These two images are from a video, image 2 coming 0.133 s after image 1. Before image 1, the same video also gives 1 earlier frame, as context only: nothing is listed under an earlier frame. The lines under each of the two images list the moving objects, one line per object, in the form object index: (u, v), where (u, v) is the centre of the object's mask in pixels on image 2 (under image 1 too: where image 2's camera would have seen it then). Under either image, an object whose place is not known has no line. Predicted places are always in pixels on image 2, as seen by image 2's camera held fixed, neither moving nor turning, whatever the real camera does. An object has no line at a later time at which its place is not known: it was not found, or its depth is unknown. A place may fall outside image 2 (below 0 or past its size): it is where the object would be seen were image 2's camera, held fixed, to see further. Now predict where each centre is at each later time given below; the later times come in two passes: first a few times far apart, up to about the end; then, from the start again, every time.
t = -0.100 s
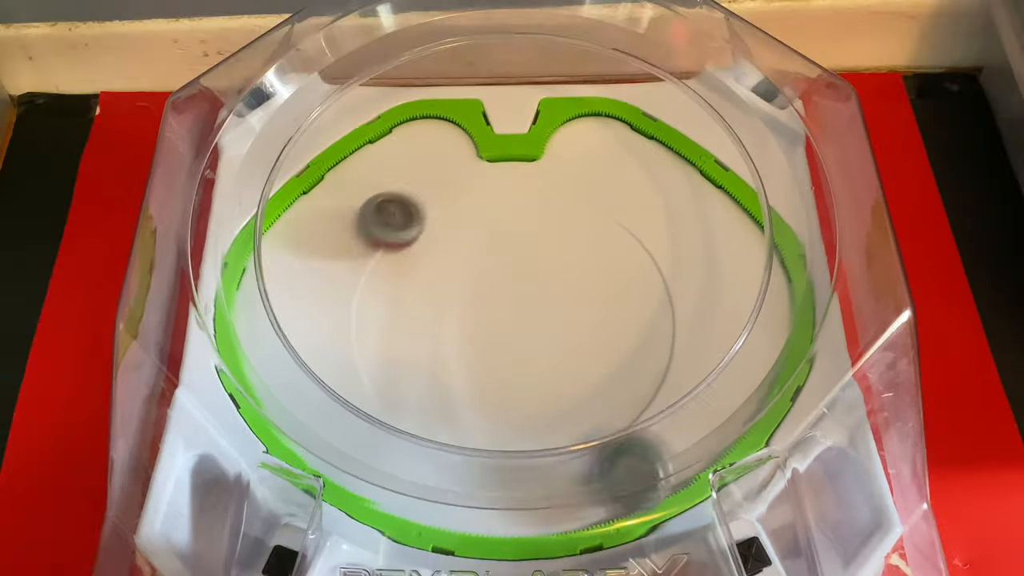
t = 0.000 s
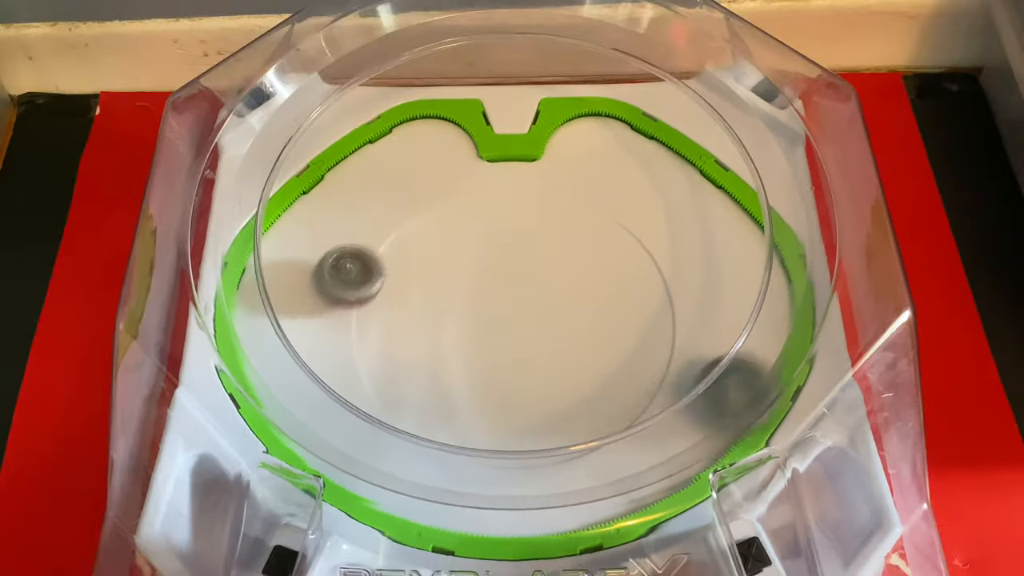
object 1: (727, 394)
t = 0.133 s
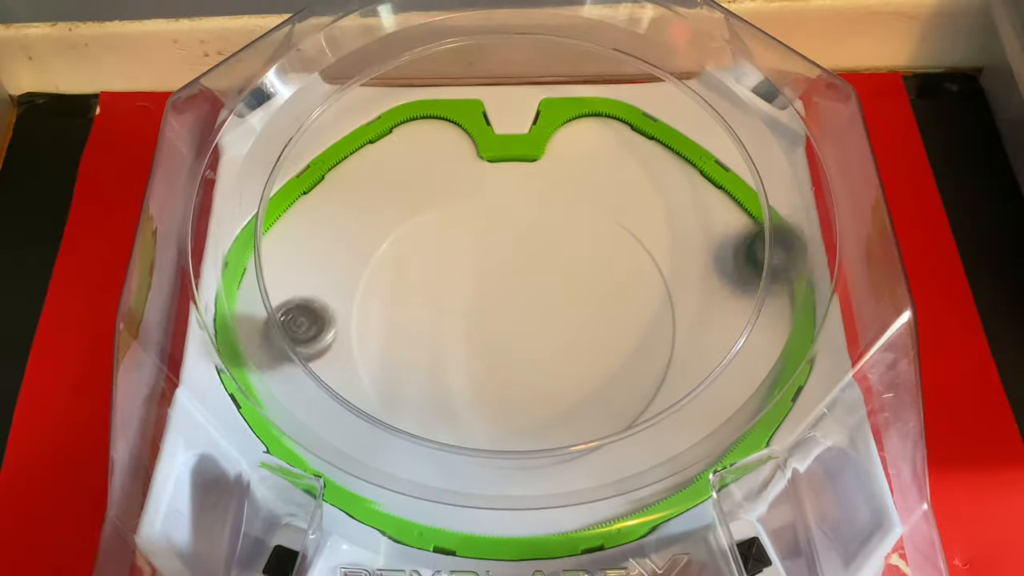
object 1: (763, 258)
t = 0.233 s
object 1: (681, 174)
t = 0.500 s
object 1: (528, 290)
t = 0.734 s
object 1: (505, 515)
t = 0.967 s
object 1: (601, 361)
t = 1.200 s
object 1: (521, 262)
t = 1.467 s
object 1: (366, 336)
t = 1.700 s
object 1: (452, 327)
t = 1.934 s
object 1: (495, 238)
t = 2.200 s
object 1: (455, 228)
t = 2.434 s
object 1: (539, 306)
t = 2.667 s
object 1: (612, 275)
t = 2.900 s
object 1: (529, 291)
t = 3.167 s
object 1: (526, 380)
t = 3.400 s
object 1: (545, 333)
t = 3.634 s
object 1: (468, 299)
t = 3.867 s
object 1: (465, 329)
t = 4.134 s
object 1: (369, 261)
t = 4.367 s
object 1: (443, 277)
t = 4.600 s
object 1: (547, 246)
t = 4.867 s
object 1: (604, 224)
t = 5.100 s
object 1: (564, 297)
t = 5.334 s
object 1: (543, 391)
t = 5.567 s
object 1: (540, 407)
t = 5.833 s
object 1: (474, 326)
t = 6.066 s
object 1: (409, 281)
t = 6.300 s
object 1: (448, 287)
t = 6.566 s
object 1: (548, 259)
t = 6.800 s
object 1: (557, 250)
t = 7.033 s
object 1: (540, 319)
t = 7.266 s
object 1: (563, 365)
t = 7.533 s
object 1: (529, 335)
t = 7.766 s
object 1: (458, 319)
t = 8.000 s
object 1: (427, 318)
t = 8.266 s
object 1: (412, 300)
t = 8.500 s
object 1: (502, 327)
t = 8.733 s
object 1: (571, 290)
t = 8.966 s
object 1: (556, 269)
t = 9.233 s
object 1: (525, 284)
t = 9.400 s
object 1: (529, 287)
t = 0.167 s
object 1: (748, 221)
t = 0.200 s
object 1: (714, 197)
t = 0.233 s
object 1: (681, 174)
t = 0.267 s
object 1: (649, 155)
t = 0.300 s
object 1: (619, 138)
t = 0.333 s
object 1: (592, 123)
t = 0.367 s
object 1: (568, 110)
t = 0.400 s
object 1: (558, 139)
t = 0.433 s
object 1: (546, 190)
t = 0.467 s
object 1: (538, 240)
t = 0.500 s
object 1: (528, 290)
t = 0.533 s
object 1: (519, 338)
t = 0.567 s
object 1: (510, 382)
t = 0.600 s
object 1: (507, 419)
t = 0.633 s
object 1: (503, 456)
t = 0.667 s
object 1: (501, 474)
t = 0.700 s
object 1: (501, 497)
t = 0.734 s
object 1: (505, 515)
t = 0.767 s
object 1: (524, 496)
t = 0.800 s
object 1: (545, 471)
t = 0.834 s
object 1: (563, 452)
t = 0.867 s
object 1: (575, 424)
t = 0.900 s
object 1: (587, 408)
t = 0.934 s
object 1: (596, 383)
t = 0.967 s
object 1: (601, 361)
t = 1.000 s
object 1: (602, 339)
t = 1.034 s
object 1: (599, 318)
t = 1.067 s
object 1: (591, 299)
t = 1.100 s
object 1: (580, 284)
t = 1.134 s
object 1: (565, 271)
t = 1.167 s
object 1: (547, 260)
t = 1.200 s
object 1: (521, 262)
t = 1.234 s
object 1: (488, 274)
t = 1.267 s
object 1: (452, 293)
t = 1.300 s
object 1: (420, 306)
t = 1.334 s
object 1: (390, 316)
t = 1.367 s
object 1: (364, 322)
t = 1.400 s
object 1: (358, 327)
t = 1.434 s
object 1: (360, 331)
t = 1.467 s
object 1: (366, 336)
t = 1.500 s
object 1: (376, 340)
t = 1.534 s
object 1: (388, 343)
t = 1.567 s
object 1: (400, 344)
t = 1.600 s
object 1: (414, 343)
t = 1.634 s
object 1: (427, 340)
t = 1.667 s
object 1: (440, 334)
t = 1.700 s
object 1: (452, 327)
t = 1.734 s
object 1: (464, 317)
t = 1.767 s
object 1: (474, 305)
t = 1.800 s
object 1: (482, 293)
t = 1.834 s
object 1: (488, 279)
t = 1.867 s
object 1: (493, 266)
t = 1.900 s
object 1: (495, 251)
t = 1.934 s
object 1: (495, 238)
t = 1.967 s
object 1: (494, 225)
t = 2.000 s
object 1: (489, 215)
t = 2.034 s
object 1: (483, 207)
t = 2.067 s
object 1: (475, 202)
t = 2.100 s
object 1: (466, 202)
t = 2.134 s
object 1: (459, 207)
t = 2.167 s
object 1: (455, 216)
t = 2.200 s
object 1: (455, 228)
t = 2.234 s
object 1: (458, 241)
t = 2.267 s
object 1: (465, 255)
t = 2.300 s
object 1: (476, 269)
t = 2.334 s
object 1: (489, 281)
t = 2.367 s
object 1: (504, 292)
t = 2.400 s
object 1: (521, 301)
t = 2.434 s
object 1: (539, 306)
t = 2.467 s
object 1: (556, 308)
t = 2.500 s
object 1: (572, 308)
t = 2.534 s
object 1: (587, 305)
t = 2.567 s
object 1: (599, 299)
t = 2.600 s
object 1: (608, 291)
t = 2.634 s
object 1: (612, 283)
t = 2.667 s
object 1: (612, 275)
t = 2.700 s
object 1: (605, 269)
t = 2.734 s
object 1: (595, 265)
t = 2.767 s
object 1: (584, 265)
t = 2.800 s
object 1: (570, 266)
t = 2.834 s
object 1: (556, 272)
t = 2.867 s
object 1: (542, 280)
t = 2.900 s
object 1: (529, 291)
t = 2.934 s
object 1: (519, 303)
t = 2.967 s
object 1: (510, 317)
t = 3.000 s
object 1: (505, 331)
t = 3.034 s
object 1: (503, 345)
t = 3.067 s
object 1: (505, 358)
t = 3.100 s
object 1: (509, 369)
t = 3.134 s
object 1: (517, 376)
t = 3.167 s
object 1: (526, 380)
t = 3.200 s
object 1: (536, 381)
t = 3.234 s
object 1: (544, 378)
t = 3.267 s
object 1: (549, 371)
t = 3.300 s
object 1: (552, 363)
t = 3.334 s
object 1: (553, 354)
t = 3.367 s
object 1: (551, 343)
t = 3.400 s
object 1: (545, 333)
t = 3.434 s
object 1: (538, 323)
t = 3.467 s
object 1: (528, 313)
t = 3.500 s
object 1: (516, 306)
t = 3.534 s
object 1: (503, 301)
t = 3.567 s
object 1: (490, 298)
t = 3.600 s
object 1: (477, 297)
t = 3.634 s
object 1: (468, 299)
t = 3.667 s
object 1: (459, 303)
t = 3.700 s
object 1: (453, 308)
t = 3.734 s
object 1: (451, 313)
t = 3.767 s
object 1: (451, 318)
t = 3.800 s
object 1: (454, 323)
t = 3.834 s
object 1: (459, 327)
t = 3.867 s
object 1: (465, 329)
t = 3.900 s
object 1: (472, 330)
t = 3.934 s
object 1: (466, 321)
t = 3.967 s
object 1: (442, 304)
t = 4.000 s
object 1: (422, 290)
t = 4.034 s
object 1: (405, 280)
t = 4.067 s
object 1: (391, 272)
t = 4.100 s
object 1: (378, 266)
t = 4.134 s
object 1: (369, 261)
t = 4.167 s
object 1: (373, 263)
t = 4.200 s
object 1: (381, 267)
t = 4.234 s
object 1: (391, 271)
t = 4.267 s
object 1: (402, 274)
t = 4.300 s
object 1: (415, 276)
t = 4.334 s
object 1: (428, 278)
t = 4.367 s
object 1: (443, 277)
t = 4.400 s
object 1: (458, 275)
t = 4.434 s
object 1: (474, 272)
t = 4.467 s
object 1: (489, 267)
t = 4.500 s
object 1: (504, 262)
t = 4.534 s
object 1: (519, 257)
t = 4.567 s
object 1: (533, 252)
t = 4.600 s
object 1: (547, 246)
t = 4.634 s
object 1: (561, 241)
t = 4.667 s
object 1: (573, 237)
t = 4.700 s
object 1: (583, 232)
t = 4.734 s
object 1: (593, 228)
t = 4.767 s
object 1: (600, 224)
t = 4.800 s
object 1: (603, 222)
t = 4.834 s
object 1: (605, 222)
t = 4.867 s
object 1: (604, 224)
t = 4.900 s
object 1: (601, 228)
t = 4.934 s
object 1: (595, 234)
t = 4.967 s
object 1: (590, 243)
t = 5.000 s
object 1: (583, 254)
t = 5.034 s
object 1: (575, 268)
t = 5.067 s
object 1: (569, 283)
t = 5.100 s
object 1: (564, 297)
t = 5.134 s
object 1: (560, 312)
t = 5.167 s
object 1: (556, 327)
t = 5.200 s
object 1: (553, 340)
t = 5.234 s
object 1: (549, 354)
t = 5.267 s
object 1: (546, 368)
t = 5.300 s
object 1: (544, 379)
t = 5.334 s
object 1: (543, 391)
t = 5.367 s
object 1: (543, 401)
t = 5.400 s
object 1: (543, 409)
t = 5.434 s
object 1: (543, 413)
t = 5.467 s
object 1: (543, 415)
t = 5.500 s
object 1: (543, 414)
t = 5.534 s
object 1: (542, 412)
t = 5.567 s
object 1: (540, 407)
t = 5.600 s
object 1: (538, 399)
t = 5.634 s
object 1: (533, 389)
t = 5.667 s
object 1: (527, 378)
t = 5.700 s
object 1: (517, 366)
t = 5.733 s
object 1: (506, 356)
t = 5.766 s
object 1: (496, 345)
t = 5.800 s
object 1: (484, 335)
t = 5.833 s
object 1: (474, 326)
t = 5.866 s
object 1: (463, 317)
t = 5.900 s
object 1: (452, 308)
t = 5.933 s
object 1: (441, 300)
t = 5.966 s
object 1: (431, 293)
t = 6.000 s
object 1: (421, 287)
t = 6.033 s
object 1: (413, 284)
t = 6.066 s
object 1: (409, 281)
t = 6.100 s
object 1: (406, 281)
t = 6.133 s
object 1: (407, 281)
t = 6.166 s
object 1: (410, 282)
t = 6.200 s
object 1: (416, 284)
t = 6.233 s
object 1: (424, 285)
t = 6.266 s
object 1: (436, 287)
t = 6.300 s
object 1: (448, 287)
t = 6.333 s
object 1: (461, 287)
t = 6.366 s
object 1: (474, 285)
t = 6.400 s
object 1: (489, 282)
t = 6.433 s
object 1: (502, 279)
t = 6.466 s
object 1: (516, 274)
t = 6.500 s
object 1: (527, 270)
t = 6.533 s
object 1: (539, 264)
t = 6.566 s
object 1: (548, 259)
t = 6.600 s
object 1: (556, 254)
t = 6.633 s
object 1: (562, 250)
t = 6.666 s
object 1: (565, 246)
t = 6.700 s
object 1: (565, 244)
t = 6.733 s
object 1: (563, 244)
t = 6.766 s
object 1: (561, 247)
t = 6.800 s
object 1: (557, 250)
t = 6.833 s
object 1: (553, 255)
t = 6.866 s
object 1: (548, 262)
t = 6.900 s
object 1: (544, 273)
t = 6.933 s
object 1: (541, 284)
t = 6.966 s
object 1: (540, 296)
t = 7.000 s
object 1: (539, 308)
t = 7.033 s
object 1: (540, 319)
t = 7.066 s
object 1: (542, 330)
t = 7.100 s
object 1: (545, 340)
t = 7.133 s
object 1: (550, 350)
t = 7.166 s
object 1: (555, 356)
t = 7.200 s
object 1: (559, 361)
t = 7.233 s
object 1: (561, 364)
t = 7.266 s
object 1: (563, 365)
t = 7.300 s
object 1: (564, 364)
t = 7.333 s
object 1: (564, 363)
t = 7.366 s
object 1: (562, 359)
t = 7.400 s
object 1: (559, 356)
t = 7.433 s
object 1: (555, 351)
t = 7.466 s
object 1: (548, 345)
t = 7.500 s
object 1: (539, 340)
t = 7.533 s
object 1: (529, 335)
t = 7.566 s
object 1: (519, 330)
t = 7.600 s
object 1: (509, 327)
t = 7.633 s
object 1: (498, 323)
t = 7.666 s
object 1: (487, 320)
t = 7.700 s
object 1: (476, 319)
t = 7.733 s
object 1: (467, 318)
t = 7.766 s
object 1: (458, 319)
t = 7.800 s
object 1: (452, 320)
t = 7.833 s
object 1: (448, 322)
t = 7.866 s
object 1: (447, 323)
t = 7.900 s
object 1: (447, 325)
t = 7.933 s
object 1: (449, 326)
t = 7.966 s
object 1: (449, 325)
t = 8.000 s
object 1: (427, 318)
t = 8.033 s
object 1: (410, 312)
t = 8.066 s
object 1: (399, 306)
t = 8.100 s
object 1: (395, 302)
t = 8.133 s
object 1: (394, 299)
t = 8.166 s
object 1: (396, 297)
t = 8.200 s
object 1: (401, 297)
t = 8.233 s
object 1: (407, 298)
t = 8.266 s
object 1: (412, 300)
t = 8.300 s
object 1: (418, 304)
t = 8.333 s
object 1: (428, 304)
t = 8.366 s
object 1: (440, 309)
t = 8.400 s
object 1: (454, 312)
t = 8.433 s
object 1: (469, 317)
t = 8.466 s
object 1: (485, 323)
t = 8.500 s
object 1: (502, 327)
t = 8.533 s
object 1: (521, 325)
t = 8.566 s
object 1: (537, 314)
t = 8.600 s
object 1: (552, 306)
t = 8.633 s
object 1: (566, 301)
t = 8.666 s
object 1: (573, 297)
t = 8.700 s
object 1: (575, 294)
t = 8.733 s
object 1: (571, 290)
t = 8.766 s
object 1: (568, 286)
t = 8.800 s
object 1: (572, 281)
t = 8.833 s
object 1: (568, 278)
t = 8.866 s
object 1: (560, 275)
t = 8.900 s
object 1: (560, 272)
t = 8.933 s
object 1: (558, 271)
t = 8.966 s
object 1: (556, 269)
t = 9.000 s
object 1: (556, 270)
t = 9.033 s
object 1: (554, 273)
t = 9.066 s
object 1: (550, 275)
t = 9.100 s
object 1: (544, 276)
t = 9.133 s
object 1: (538, 278)
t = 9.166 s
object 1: (533, 281)
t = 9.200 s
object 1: (529, 283)
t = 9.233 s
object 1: (525, 284)
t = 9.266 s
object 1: (523, 286)
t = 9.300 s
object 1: (521, 285)
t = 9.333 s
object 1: (522, 285)
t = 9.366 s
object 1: (525, 286)
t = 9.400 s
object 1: (529, 287)
